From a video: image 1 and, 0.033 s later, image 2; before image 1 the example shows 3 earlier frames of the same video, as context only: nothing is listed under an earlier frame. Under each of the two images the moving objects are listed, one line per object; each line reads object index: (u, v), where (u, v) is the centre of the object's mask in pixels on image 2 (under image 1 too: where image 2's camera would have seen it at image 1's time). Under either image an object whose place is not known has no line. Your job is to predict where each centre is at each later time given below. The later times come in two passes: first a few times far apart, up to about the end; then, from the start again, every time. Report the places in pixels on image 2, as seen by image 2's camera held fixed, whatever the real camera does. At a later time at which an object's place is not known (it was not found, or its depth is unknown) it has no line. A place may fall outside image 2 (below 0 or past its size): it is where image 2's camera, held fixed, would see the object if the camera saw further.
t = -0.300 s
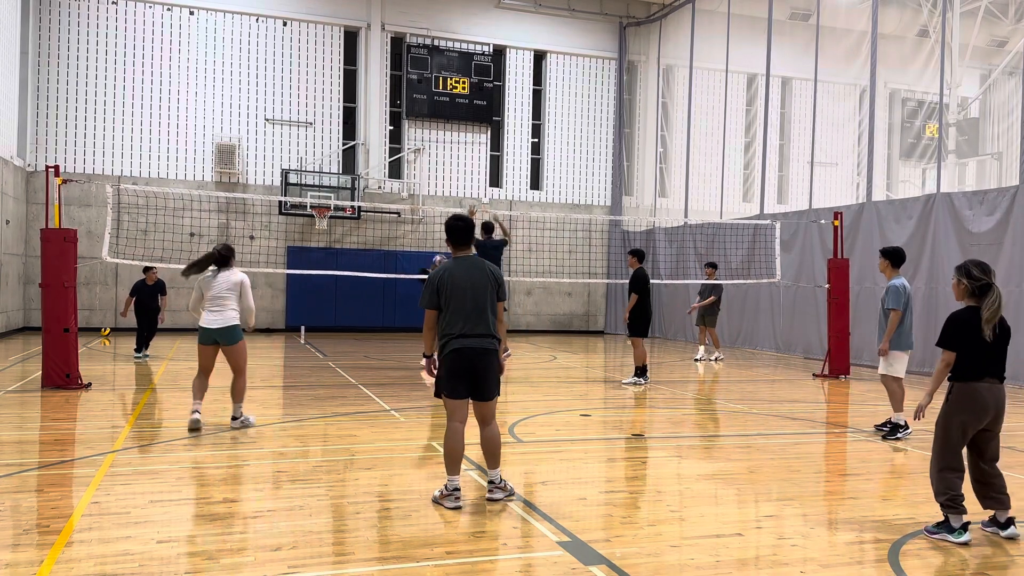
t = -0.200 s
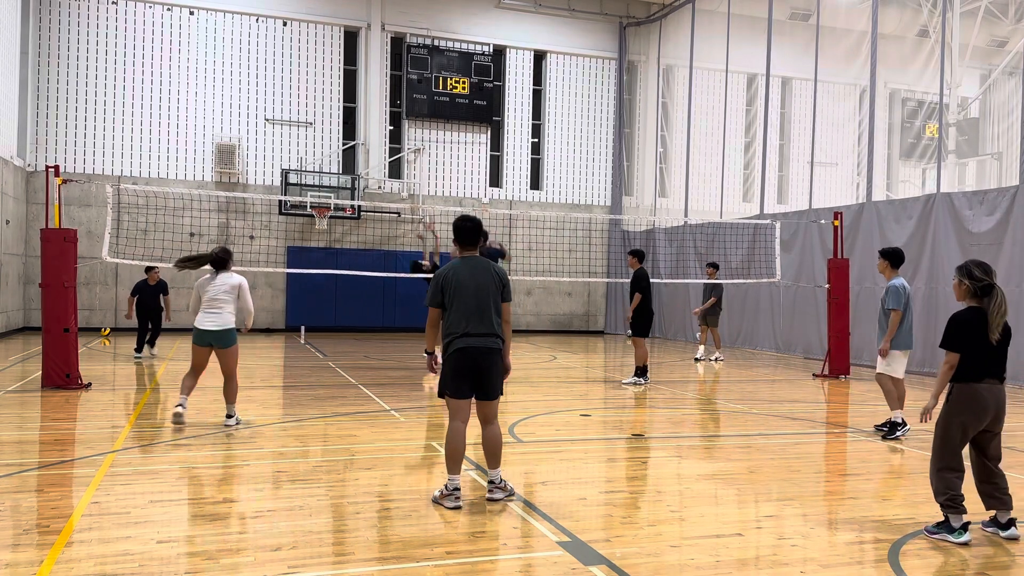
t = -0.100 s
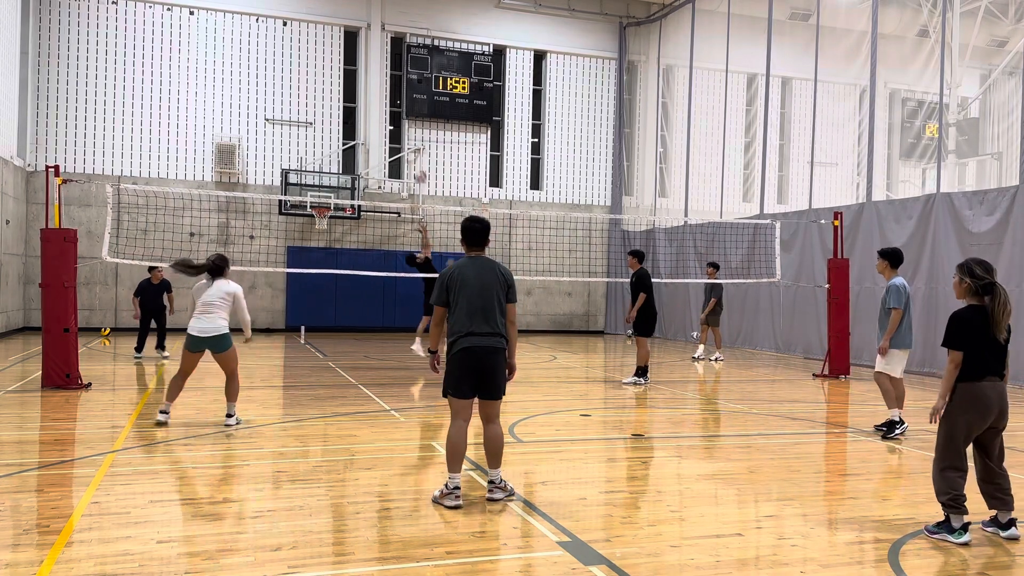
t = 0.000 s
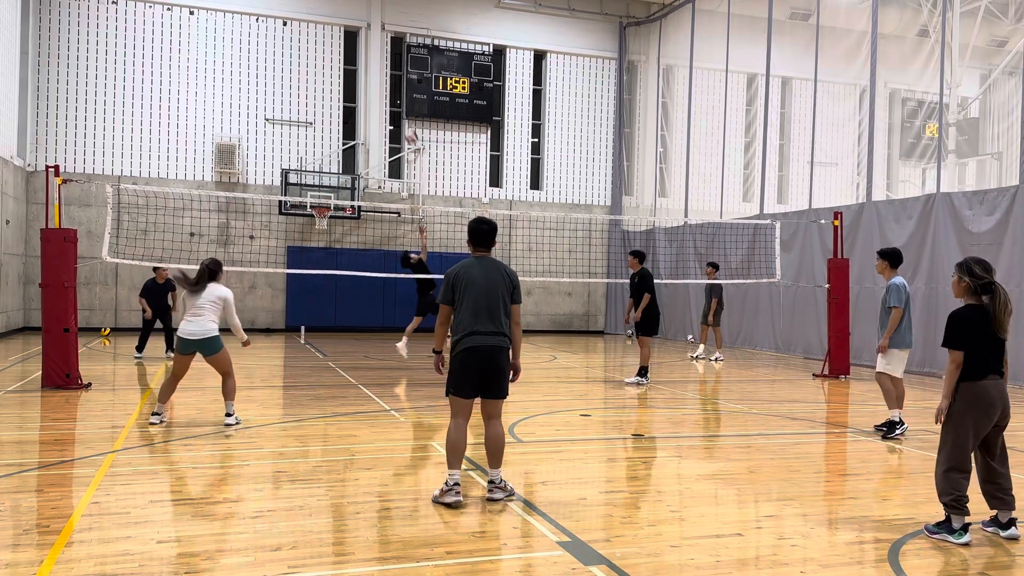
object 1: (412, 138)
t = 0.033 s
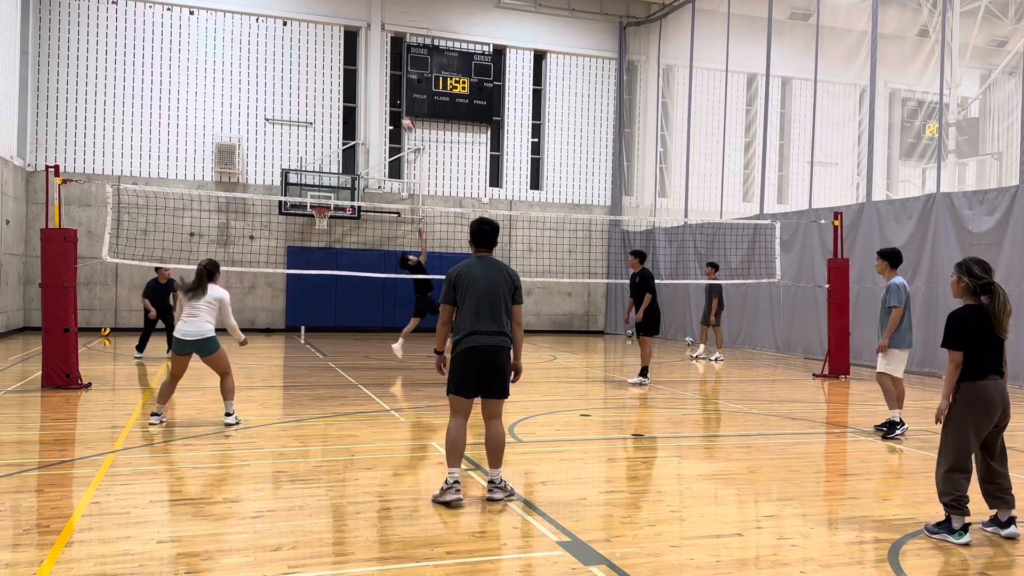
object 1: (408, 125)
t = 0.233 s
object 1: (391, 71)
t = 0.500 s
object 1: (368, 39)
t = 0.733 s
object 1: (347, 48)
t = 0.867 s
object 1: (335, 70)
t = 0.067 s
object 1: (406, 114)
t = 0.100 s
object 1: (403, 104)
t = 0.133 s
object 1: (400, 94)
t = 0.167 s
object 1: (397, 86)
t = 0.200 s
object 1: (395, 78)
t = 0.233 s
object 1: (391, 71)
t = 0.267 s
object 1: (389, 64)
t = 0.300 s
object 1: (385, 58)
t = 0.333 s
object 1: (382, 53)
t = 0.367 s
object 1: (380, 49)
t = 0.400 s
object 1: (377, 45)
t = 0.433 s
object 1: (374, 42)
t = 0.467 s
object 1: (371, 40)
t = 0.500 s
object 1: (368, 39)
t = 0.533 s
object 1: (365, 37)
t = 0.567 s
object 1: (362, 38)
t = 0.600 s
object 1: (359, 38)
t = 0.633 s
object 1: (356, 39)
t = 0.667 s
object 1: (352, 41)
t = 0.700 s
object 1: (350, 44)
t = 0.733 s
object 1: (347, 48)
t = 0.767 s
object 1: (344, 52)
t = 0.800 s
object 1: (341, 57)
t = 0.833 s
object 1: (338, 63)
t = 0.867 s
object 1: (335, 70)
